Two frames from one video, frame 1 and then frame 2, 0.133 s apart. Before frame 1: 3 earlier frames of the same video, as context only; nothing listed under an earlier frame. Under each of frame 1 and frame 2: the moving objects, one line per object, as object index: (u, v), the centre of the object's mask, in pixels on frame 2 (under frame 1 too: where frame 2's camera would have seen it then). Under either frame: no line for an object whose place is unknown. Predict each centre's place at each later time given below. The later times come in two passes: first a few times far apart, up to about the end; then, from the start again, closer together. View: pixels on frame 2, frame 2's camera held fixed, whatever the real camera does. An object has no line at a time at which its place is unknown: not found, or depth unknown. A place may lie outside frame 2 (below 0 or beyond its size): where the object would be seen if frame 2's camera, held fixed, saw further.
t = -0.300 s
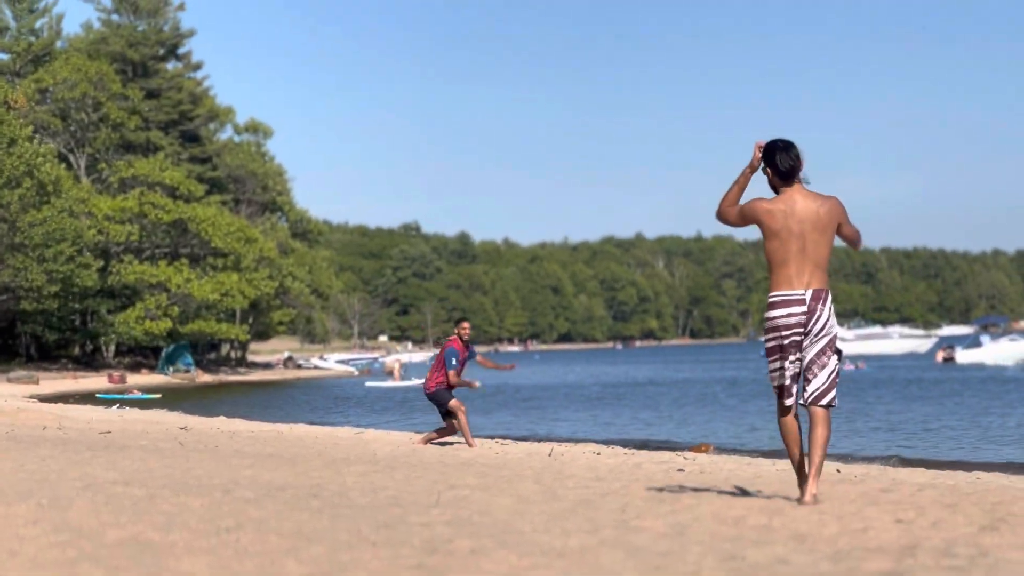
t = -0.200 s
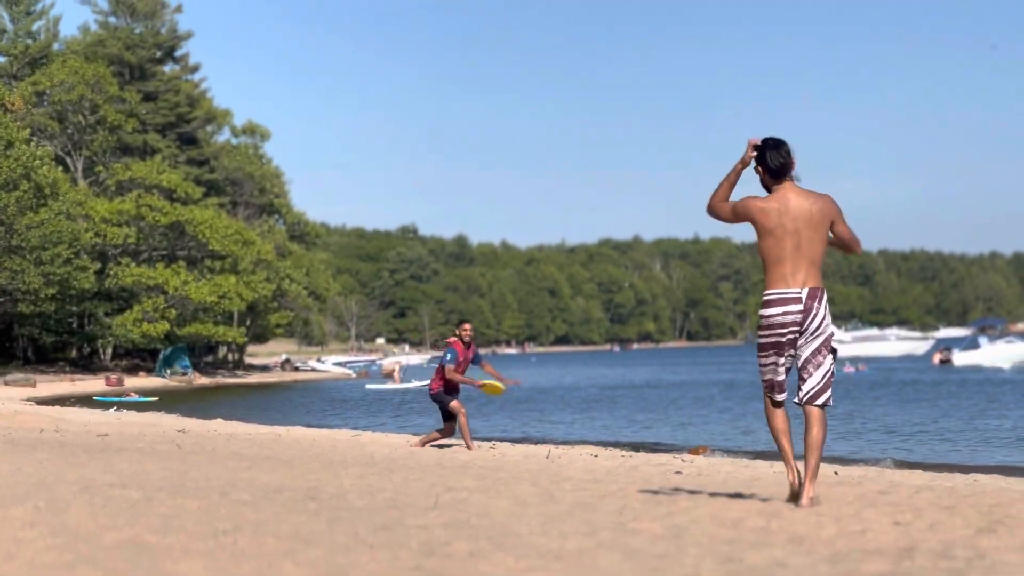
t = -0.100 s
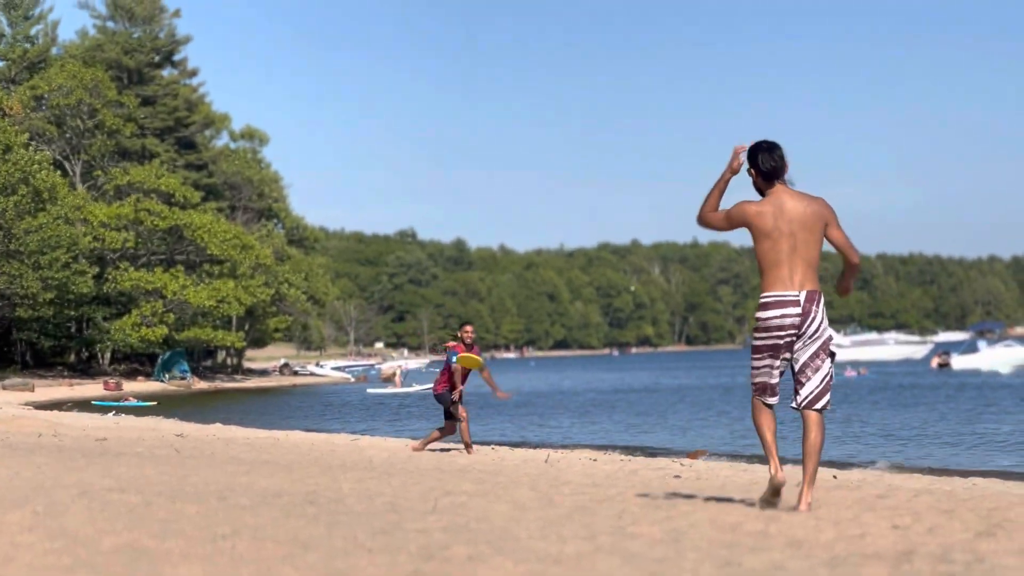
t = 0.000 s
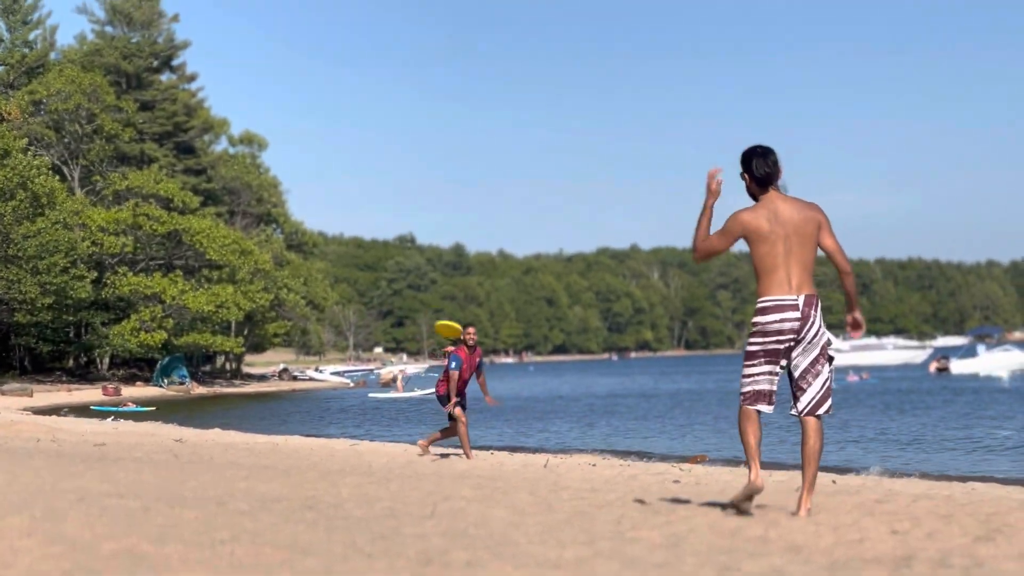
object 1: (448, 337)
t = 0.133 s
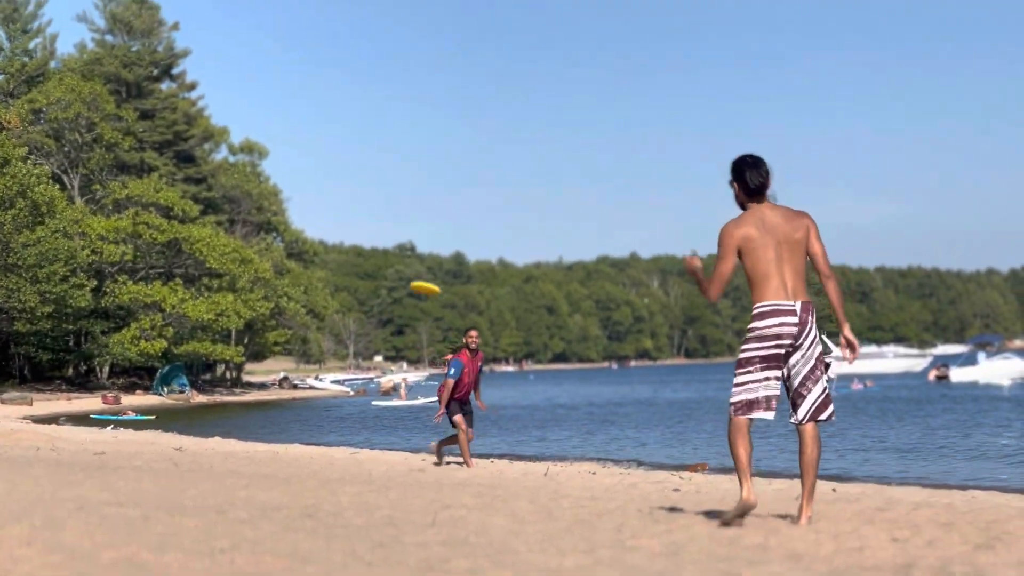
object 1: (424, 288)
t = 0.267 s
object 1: (404, 243)
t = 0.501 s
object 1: (367, 172)
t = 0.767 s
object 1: (328, 106)
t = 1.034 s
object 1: (287, 63)
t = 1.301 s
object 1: (252, 52)
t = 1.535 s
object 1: (232, 68)
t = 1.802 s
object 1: (236, 123)
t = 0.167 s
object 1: (419, 276)
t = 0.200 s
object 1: (414, 265)
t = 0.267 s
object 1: (404, 243)
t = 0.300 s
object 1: (398, 232)
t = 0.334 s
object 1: (392, 221)
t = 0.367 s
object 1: (387, 211)
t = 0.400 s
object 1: (382, 201)
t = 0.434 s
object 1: (377, 191)
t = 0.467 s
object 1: (372, 181)
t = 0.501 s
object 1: (367, 172)
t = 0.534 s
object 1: (362, 163)
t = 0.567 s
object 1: (358, 154)
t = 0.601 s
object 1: (352, 145)
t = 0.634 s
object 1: (348, 136)
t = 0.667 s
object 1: (343, 128)
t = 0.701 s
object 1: (338, 120)
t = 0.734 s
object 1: (333, 113)
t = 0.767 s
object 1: (328, 106)
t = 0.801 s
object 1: (322, 99)
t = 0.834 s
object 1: (317, 92)
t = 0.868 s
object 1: (312, 86)
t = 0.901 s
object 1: (307, 80)
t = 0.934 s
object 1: (302, 75)
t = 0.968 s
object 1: (297, 71)
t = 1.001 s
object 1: (293, 66)
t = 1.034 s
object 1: (287, 63)
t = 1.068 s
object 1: (283, 59)
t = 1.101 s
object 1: (278, 57)
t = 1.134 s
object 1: (273, 54)
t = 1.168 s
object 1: (269, 53)
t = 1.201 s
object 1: (264, 51)
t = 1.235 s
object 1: (260, 51)
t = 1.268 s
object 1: (256, 51)
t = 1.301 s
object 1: (252, 52)
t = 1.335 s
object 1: (248, 53)
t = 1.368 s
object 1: (244, 54)
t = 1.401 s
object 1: (241, 56)
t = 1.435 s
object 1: (238, 58)
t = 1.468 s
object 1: (236, 61)
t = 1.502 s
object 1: (234, 64)
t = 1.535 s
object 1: (232, 68)
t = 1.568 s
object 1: (230, 72)
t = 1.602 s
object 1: (230, 77)
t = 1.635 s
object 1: (230, 83)
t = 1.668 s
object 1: (230, 90)
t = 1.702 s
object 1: (231, 97)
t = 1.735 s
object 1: (232, 105)
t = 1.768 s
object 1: (233, 113)
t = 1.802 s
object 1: (236, 123)
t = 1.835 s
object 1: (239, 133)
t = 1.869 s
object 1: (243, 144)
